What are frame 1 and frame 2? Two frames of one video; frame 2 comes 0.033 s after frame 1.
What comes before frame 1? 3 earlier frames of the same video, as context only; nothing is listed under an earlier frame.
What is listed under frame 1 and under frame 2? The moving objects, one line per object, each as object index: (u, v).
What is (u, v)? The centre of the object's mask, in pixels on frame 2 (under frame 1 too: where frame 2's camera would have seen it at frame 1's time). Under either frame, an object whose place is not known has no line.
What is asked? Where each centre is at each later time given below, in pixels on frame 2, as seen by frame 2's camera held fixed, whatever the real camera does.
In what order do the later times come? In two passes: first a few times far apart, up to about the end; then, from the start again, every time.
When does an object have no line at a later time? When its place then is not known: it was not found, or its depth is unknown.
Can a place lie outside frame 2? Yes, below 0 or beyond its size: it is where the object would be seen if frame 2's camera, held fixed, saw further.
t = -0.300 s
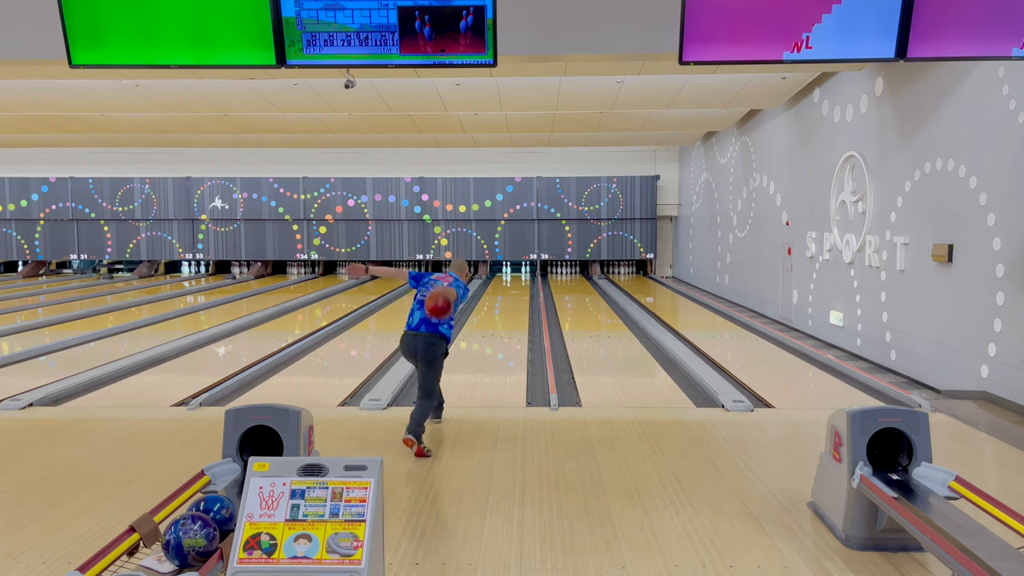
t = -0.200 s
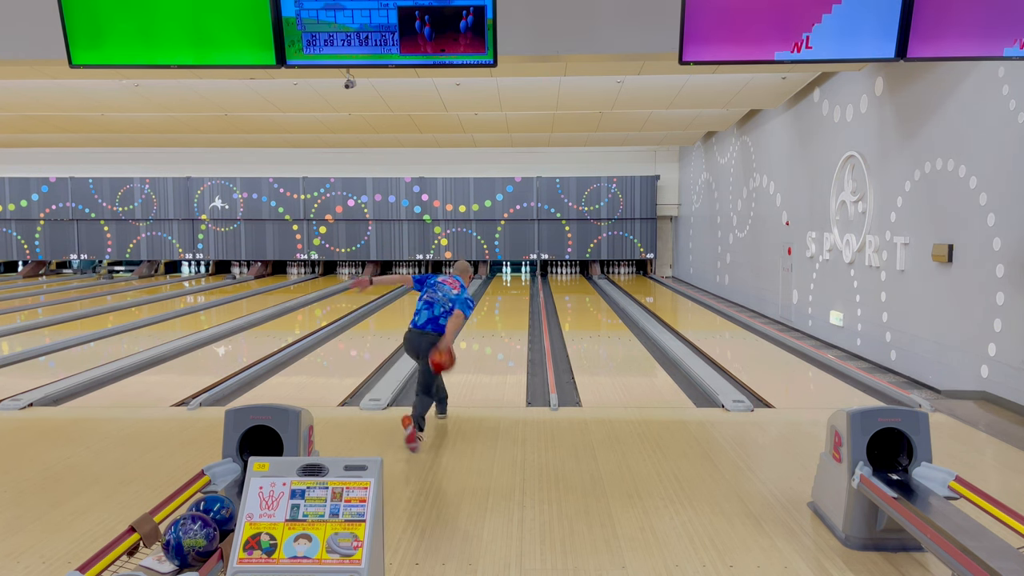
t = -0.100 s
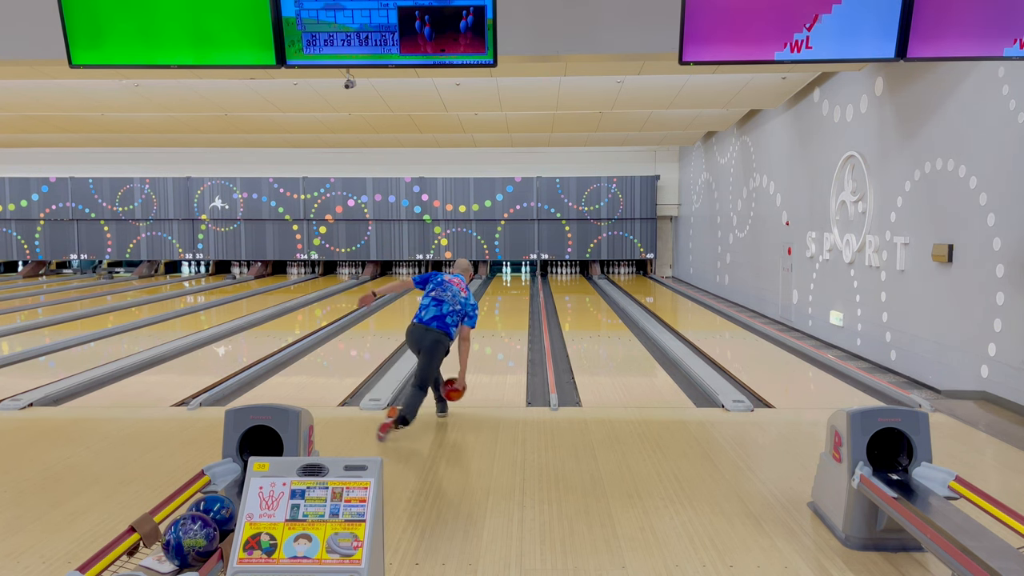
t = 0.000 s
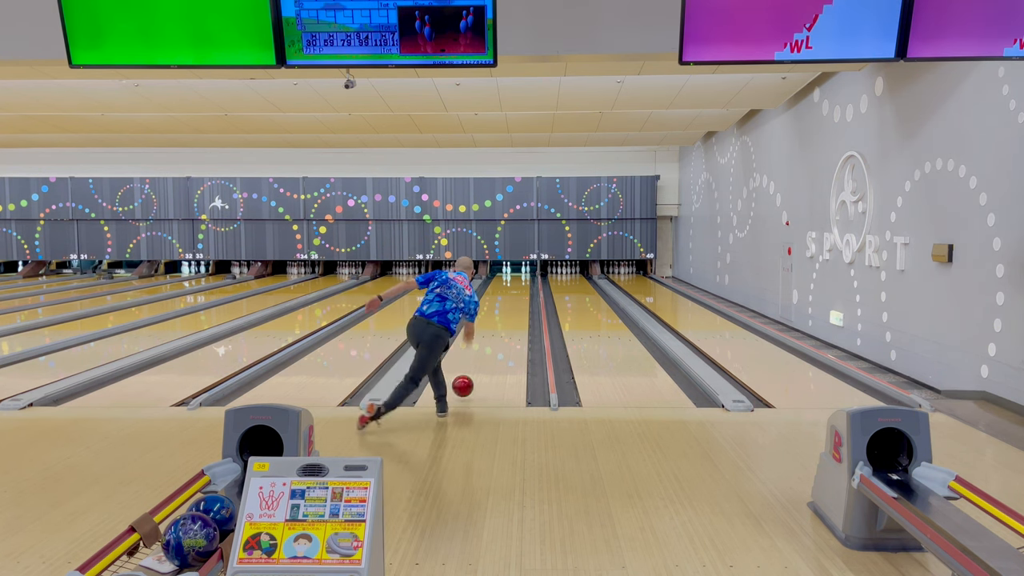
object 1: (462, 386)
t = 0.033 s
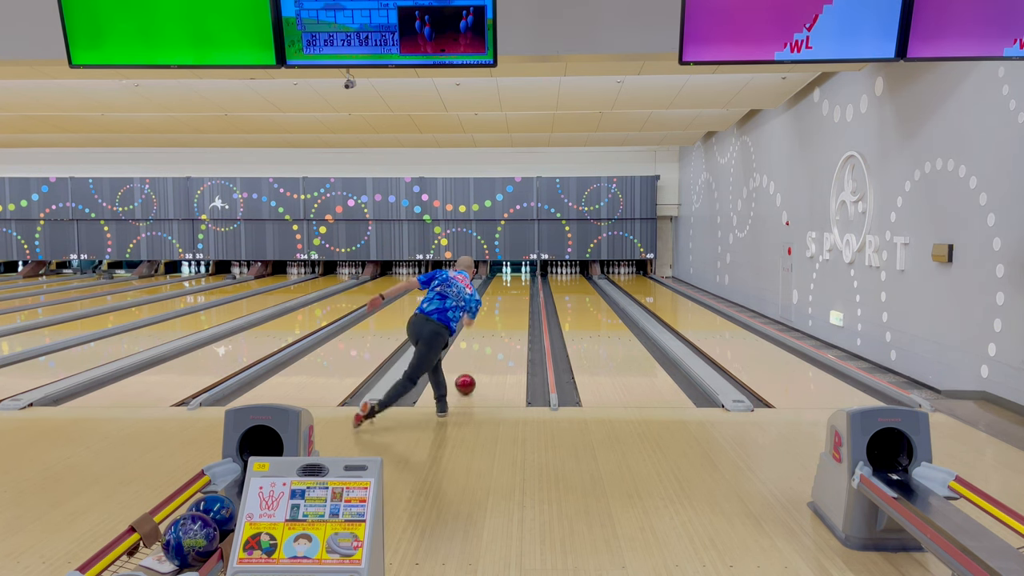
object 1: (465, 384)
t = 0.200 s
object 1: (475, 360)
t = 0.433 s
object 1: (484, 336)
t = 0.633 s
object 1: (491, 321)
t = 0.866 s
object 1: (496, 308)
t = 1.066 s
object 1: (499, 299)
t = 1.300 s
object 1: (502, 291)
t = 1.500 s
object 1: (504, 285)
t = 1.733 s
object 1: (505, 279)
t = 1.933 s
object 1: (506, 275)
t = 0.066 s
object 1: (467, 378)
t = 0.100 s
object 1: (469, 373)
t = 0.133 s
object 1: (471, 369)
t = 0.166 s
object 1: (473, 364)
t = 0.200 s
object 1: (475, 360)
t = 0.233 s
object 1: (477, 356)
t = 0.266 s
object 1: (478, 352)
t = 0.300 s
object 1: (480, 348)
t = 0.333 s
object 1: (481, 345)
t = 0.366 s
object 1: (482, 342)
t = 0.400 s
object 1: (483, 338)
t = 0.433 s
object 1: (484, 336)
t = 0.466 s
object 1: (486, 333)
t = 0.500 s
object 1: (487, 330)
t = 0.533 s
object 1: (488, 328)
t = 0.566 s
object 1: (491, 325)
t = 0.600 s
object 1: (490, 323)
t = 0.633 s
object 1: (491, 321)
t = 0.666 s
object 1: (491, 319)
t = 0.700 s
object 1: (492, 317)
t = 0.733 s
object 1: (493, 315)
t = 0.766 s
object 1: (494, 313)
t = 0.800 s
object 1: (494, 311)
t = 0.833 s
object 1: (495, 310)
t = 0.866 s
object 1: (496, 308)
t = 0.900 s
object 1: (496, 306)
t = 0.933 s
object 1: (497, 305)
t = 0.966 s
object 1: (497, 303)
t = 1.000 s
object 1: (498, 302)
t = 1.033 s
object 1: (499, 300)
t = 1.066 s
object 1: (499, 299)
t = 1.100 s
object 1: (499, 298)
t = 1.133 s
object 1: (500, 297)
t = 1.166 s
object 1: (500, 295)
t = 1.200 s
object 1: (501, 294)
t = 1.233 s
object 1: (501, 293)
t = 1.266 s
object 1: (501, 292)
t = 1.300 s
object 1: (502, 291)
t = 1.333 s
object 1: (502, 290)
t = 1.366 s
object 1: (503, 289)
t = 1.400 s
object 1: (503, 288)
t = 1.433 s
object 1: (503, 287)
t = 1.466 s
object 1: (503, 286)
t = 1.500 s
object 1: (504, 285)
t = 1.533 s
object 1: (504, 284)
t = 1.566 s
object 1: (504, 283)
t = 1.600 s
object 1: (505, 282)
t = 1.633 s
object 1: (505, 282)
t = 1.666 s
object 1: (505, 281)
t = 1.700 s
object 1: (505, 280)
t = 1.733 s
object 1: (505, 279)
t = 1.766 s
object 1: (505, 279)
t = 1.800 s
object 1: (506, 278)
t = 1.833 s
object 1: (506, 278)
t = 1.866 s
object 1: (506, 277)
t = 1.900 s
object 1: (506, 276)
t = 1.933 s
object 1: (506, 275)
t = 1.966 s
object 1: (506, 275)
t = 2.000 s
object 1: (507, 274)
